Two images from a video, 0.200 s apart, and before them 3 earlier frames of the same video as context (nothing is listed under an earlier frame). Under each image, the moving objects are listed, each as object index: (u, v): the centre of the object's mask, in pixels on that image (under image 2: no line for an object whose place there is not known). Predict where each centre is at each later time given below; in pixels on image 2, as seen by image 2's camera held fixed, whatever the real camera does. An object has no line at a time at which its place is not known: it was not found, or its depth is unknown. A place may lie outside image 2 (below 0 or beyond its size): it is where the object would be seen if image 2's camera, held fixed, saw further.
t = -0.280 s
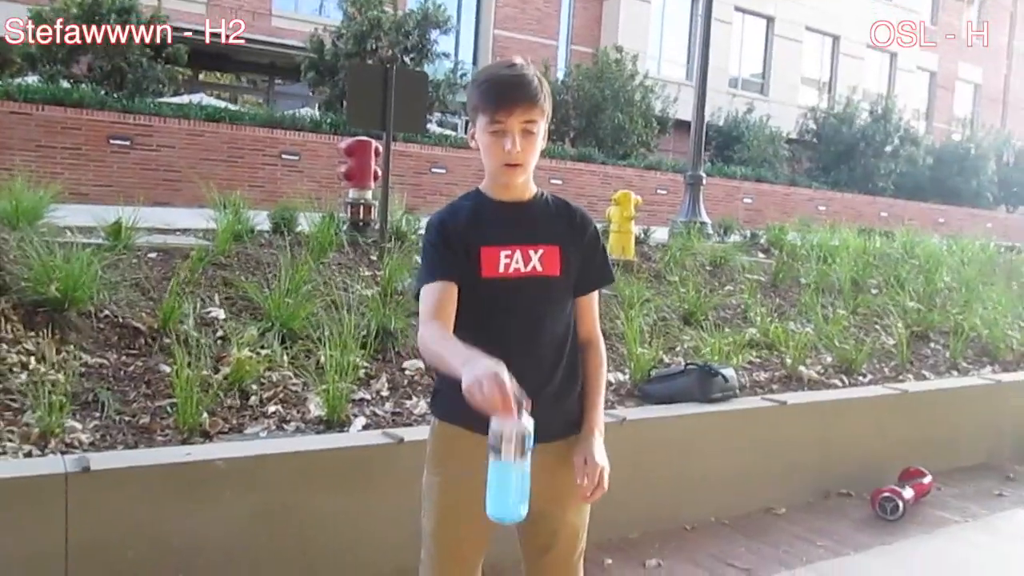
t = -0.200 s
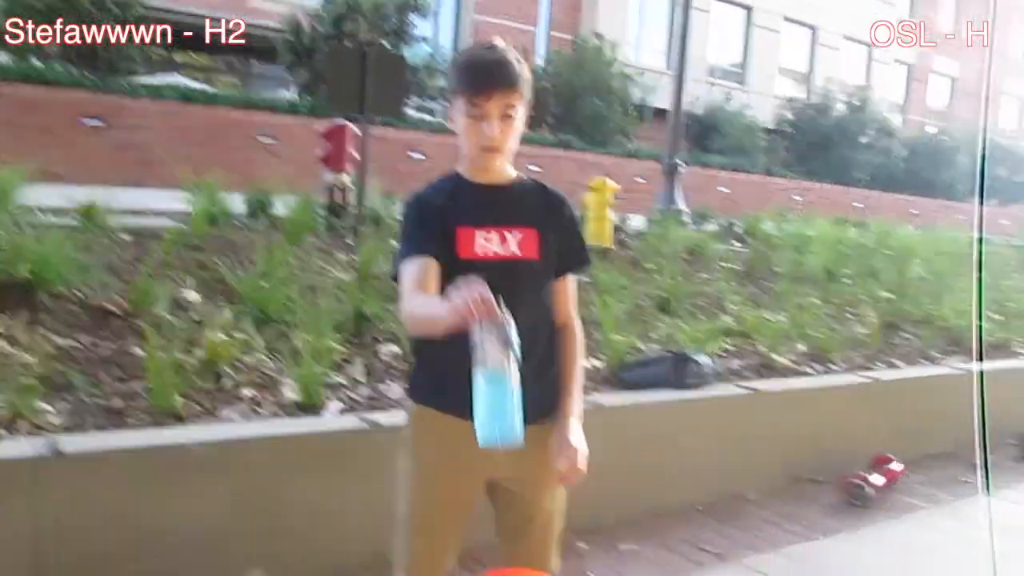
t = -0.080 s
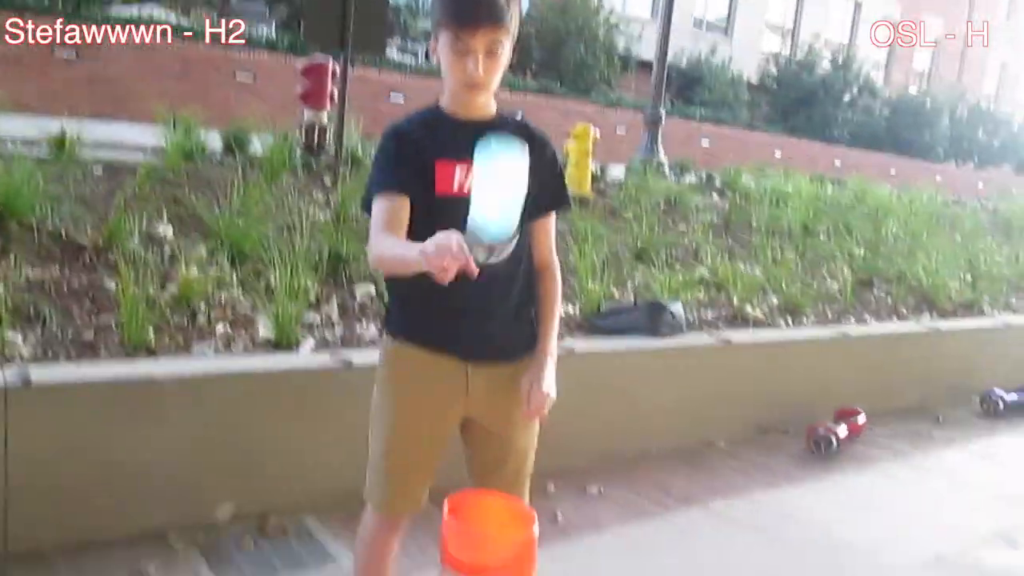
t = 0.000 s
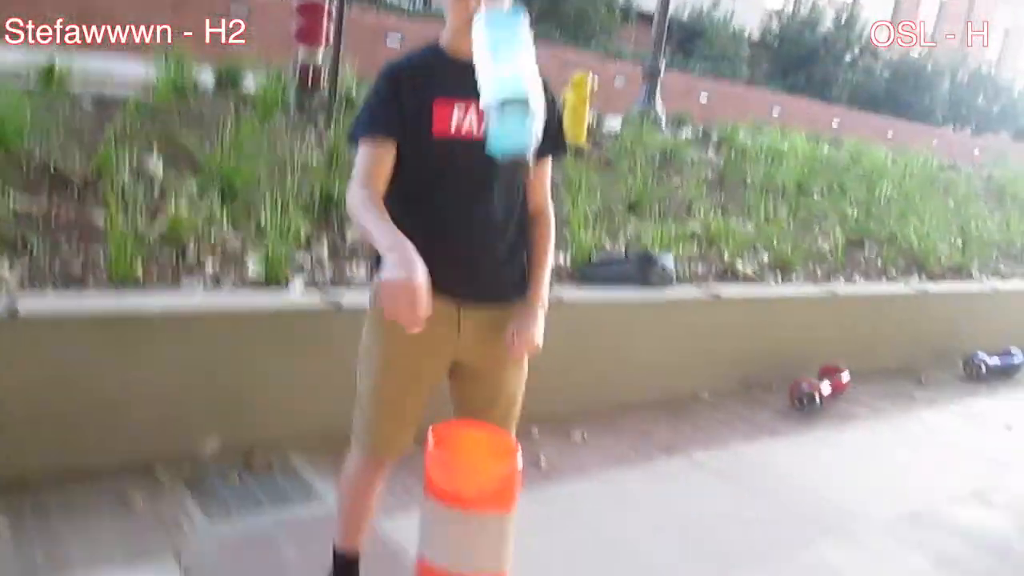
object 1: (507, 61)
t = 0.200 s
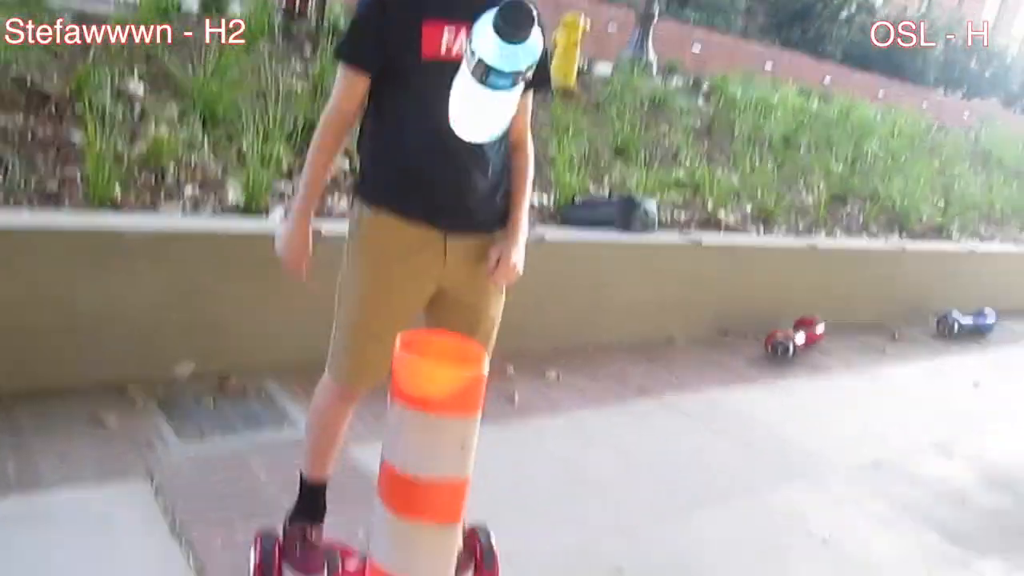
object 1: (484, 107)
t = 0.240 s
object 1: (476, 174)
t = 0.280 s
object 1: (470, 254)
